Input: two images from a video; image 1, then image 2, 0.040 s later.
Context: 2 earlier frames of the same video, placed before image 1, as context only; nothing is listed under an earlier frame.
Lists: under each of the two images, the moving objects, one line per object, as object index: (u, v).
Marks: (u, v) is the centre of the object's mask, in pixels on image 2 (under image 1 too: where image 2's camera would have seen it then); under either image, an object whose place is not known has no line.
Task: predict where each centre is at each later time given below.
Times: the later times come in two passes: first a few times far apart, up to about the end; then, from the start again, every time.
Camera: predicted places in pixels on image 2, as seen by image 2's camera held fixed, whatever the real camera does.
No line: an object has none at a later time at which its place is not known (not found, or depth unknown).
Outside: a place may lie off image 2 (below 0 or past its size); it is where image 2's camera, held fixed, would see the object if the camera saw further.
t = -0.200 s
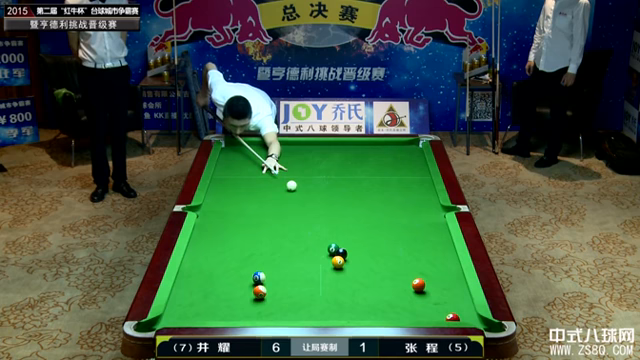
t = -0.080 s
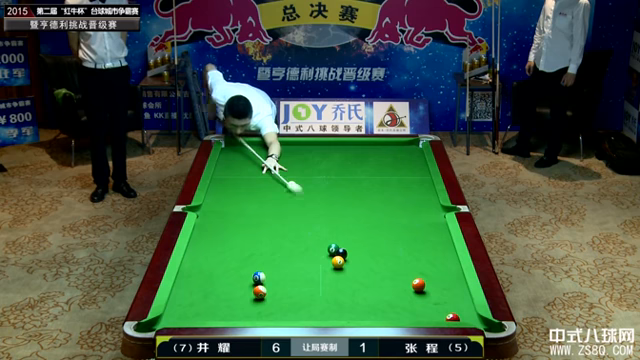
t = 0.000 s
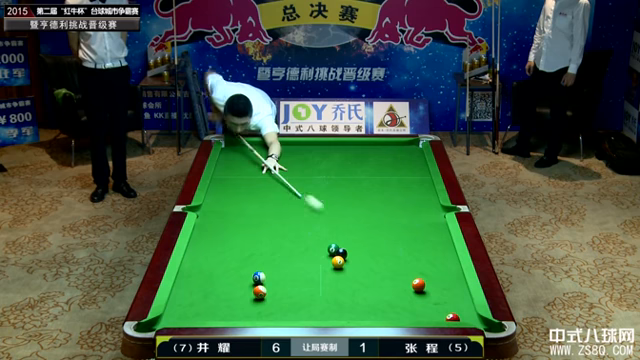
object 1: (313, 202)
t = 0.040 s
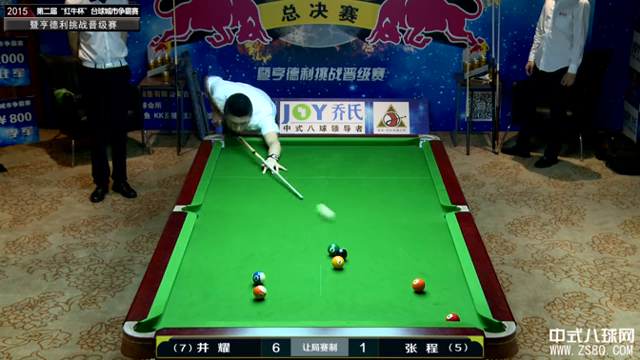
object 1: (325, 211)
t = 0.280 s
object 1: (399, 268)
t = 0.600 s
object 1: (407, 284)
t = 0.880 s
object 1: (404, 288)
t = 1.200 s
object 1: (400, 292)
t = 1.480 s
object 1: (397, 295)
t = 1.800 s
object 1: (394, 297)
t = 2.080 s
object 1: (392, 298)
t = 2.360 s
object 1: (391, 299)
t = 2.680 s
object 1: (391, 300)
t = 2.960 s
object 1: (391, 300)
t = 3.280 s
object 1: (391, 300)
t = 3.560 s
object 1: (391, 299)
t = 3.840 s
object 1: (391, 300)
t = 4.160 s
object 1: (391, 299)
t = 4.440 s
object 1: (391, 299)
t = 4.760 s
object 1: (391, 300)
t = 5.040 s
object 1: (391, 300)
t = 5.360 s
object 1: (391, 299)
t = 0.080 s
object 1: (337, 220)
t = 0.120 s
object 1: (349, 230)
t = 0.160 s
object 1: (361, 239)
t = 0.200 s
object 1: (373, 249)
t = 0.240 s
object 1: (385, 258)
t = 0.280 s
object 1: (399, 268)
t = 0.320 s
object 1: (409, 278)
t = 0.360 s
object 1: (410, 280)
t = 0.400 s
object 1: (410, 281)
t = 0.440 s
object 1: (409, 282)
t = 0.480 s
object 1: (408, 282)
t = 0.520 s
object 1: (408, 283)
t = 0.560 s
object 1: (407, 284)
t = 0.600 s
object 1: (407, 284)
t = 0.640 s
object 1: (407, 285)
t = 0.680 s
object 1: (406, 285)
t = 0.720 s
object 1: (406, 286)
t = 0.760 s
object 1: (405, 287)
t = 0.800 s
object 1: (405, 287)
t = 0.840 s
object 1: (404, 288)
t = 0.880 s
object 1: (404, 288)
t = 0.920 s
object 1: (403, 289)
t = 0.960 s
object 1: (403, 289)
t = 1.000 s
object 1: (402, 290)
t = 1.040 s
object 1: (402, 290)
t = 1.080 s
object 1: (401, 291)
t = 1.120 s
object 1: (401, 291)
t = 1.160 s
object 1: (401, 292)
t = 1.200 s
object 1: (400, 292)
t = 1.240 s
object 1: (400, 292)
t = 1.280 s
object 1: (399, 293)
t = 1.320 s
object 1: (399, 293)
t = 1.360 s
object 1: (398, 293)
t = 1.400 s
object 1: (398, 294)
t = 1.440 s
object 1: (398, 295)
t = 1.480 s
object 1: (397, 295)
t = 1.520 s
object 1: (397, 295)
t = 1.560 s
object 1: (396, 296)
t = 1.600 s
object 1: (396, 296)
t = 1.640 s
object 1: (396, 296)
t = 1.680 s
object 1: (395, 296)
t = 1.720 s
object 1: (395, 296)
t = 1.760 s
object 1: (395, 297)
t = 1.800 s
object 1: (394, 297)
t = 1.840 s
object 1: (394, 297)
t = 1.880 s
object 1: (394, 298)
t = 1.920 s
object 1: (393, 298)
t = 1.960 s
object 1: (393, 298)
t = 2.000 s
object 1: (393, 298)
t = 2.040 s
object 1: (393, 299)
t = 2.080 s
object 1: (392, 298)
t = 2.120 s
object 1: (392, 299)
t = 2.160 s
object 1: (392, 299)
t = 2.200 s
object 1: (392, 299)
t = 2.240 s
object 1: (391, 299)
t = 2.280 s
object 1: (391, 299)
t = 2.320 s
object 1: (391, 299)
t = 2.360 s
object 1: (391, 299)
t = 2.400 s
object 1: (391, 299)
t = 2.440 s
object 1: (391, 300)
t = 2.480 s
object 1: (391, 300)
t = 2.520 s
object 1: (391, 300)
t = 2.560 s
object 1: (391, 300)
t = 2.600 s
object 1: (391, 300)
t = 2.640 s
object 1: (391, 299)
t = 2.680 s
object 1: (391, 300)
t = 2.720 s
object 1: (391, 300)
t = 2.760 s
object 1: (391, 299)
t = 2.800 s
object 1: (391, 300)
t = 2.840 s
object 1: (391, 300)
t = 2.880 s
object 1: (391, 299)
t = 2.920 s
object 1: (391, 300)
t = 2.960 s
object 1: (391, 300)
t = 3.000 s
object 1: (391, 299)
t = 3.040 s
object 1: (391, 300)
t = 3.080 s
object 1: (391, 300)
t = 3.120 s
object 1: (391, 300)
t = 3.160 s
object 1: (391, 300)
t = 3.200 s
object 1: (391, 299)
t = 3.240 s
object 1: (391, 300)
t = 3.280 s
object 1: (391, 300)
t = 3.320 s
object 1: (391, 300)
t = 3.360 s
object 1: (391, 300)
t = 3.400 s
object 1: (391, 300)
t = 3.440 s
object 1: (391, 299)
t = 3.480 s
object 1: (391, 299)
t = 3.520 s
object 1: (391, 300)
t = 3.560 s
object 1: (391, 299)
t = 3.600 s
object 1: (391, 300)
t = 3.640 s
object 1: (391, 300)
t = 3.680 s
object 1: (391, 300)
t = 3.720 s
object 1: (391, 300)
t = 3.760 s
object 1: (391, 300)
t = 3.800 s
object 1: (391, 300)
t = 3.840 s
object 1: (391, 300)
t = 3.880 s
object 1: (391, 300)
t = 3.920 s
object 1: (391, 299)
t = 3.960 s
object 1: (391, 299)
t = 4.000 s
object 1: (391, 299)
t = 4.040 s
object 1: (391, 300)
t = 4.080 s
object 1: (391, 300)
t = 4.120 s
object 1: (391, 300)
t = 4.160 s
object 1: (391, 299)
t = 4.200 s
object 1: (391, 300)
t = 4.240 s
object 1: (391, 300)
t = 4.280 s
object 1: (391, 299)
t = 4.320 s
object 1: (391, 299)
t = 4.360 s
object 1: (391, 299)
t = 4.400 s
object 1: (391, 300)
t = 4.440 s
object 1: (391, 299)
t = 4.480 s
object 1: (391, 300)
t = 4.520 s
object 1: (391, 300)
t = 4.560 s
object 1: (391, 299)
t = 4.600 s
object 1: (391, 299)
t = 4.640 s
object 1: (391, 300)
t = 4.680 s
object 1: (391, 299)
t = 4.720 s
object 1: (391, 300)
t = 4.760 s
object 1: (391, 300)
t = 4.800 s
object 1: (391, 300)
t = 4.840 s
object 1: (391, 299)
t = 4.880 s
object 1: (391, 300)
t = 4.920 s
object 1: (391, 299)
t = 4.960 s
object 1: (391, 300)
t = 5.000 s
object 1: (391, 299)
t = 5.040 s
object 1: (391, 300)
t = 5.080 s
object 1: (391, 299)
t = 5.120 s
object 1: (391, 299)
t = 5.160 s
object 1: (391, 299)
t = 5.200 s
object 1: (391, 299)
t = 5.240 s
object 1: (391, 299)
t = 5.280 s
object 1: (391, 299)
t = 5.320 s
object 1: (391, 299)
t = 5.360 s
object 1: (391, 299)
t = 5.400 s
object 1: (391, 299)
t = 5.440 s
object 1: (391, 299)
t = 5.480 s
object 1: (391, 299)
